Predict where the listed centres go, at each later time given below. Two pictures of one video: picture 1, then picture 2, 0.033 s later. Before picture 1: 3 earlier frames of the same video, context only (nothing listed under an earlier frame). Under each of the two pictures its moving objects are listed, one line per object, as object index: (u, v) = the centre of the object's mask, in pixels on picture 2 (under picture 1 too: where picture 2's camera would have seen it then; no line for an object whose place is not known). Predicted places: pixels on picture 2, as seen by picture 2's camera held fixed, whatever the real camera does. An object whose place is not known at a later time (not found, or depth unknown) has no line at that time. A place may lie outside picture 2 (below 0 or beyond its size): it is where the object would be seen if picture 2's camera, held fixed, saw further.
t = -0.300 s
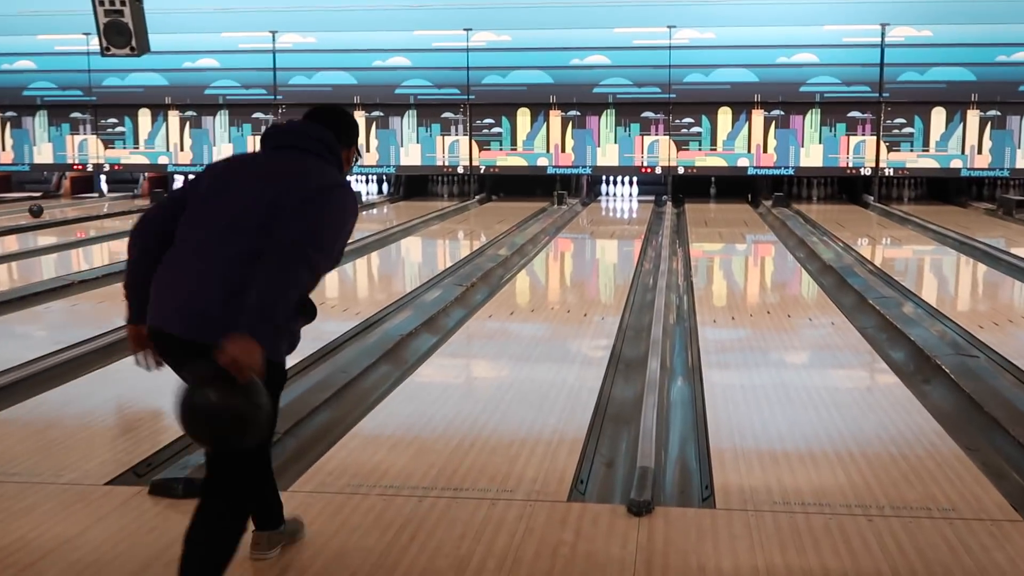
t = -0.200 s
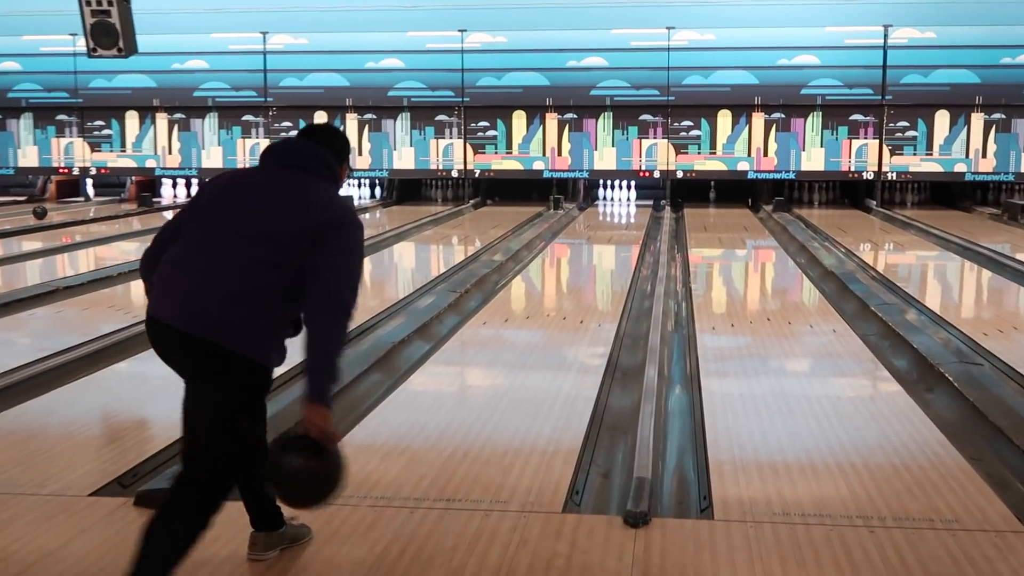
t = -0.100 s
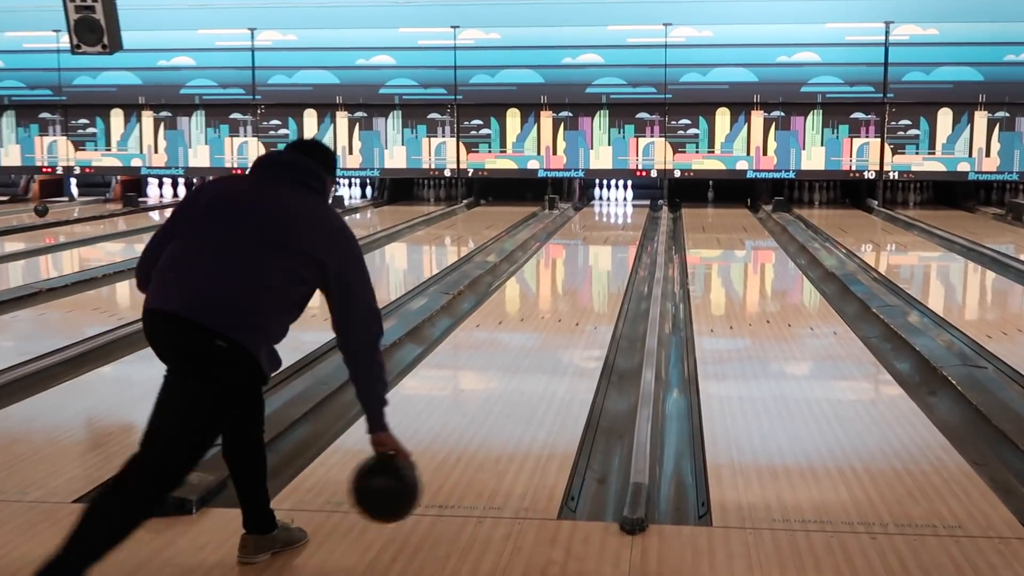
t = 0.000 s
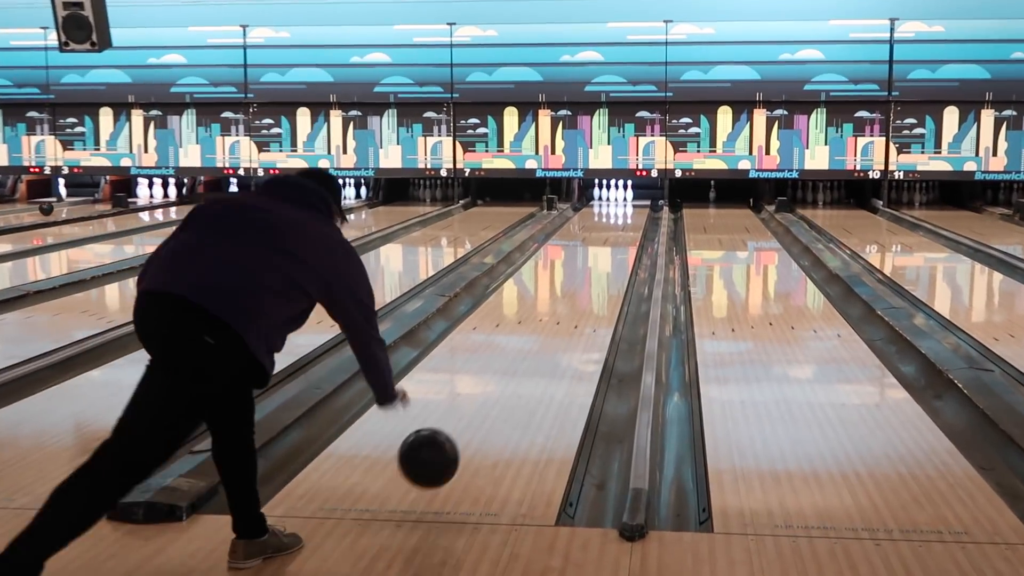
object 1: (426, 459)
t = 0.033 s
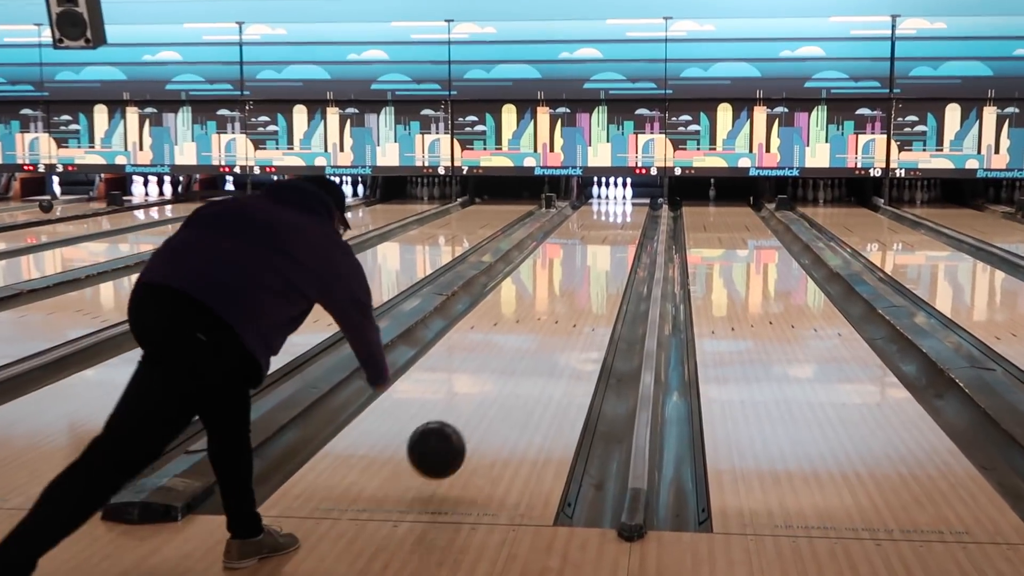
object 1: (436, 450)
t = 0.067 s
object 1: (446, 446)
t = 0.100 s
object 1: (455, 438)
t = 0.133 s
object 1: (463, 426)
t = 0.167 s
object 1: (470, 414)
